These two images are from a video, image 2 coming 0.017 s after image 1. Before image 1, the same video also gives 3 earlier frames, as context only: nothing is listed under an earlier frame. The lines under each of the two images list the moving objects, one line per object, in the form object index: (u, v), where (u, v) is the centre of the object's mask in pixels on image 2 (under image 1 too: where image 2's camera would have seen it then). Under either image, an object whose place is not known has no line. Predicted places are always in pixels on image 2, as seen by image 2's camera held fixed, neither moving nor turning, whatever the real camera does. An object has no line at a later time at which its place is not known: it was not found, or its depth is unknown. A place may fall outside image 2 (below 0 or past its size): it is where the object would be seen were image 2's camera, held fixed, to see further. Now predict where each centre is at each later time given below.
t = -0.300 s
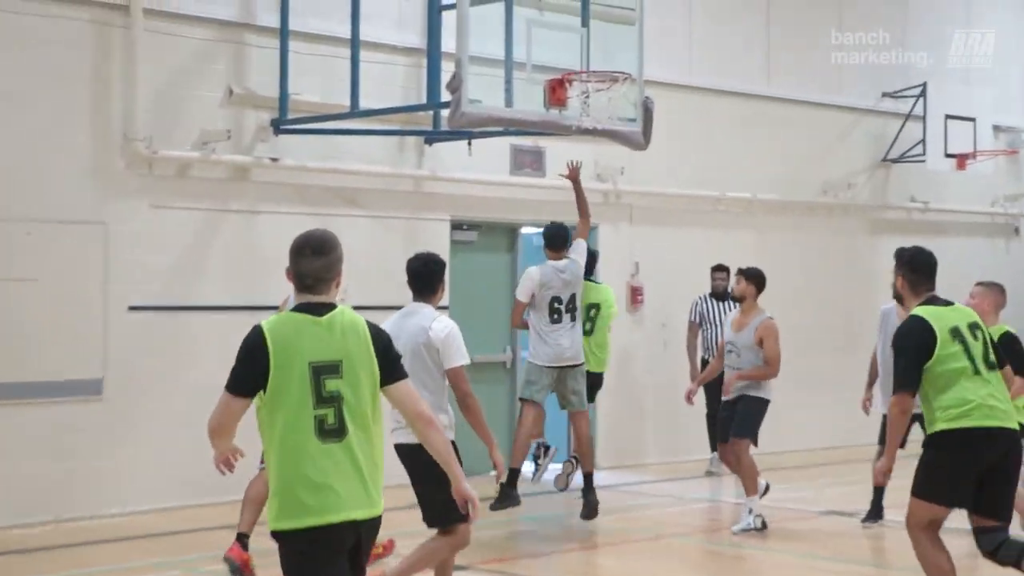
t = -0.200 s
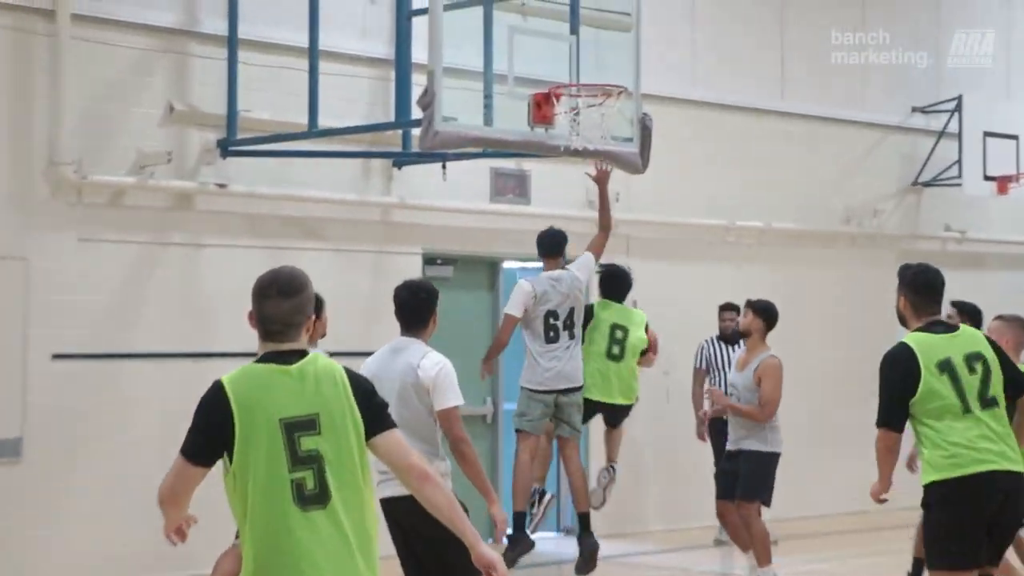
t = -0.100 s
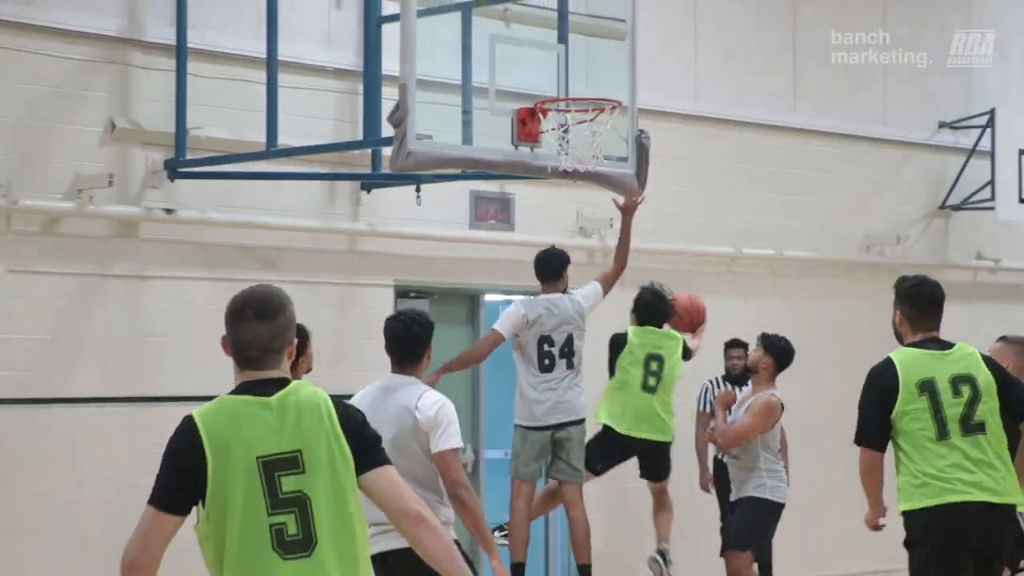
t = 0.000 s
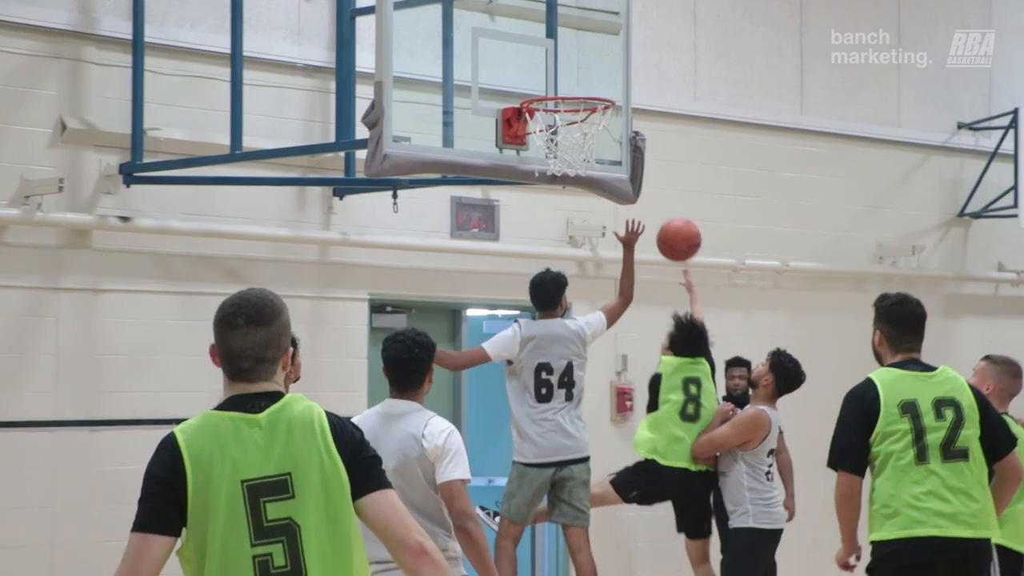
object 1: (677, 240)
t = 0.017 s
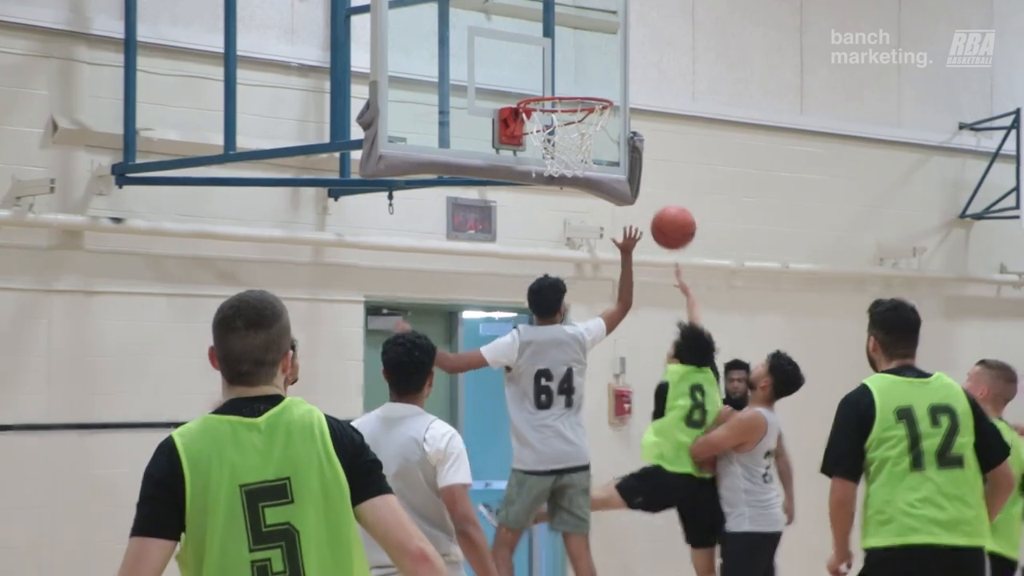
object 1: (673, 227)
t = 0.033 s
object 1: (669, 214)
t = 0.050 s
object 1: (665, 201)
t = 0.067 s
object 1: (661, 189)
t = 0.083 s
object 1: (656, 177)
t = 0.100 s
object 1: (653, 166)
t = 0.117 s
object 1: (648, 155)
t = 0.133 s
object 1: (644, 146)
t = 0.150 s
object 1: (640, 135)
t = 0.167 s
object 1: (636, 126)
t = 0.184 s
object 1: (632, 118)
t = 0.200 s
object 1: (629, 110)
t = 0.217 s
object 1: (625, 101)
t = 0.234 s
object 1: (621, 94)
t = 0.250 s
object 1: (617, 87)
